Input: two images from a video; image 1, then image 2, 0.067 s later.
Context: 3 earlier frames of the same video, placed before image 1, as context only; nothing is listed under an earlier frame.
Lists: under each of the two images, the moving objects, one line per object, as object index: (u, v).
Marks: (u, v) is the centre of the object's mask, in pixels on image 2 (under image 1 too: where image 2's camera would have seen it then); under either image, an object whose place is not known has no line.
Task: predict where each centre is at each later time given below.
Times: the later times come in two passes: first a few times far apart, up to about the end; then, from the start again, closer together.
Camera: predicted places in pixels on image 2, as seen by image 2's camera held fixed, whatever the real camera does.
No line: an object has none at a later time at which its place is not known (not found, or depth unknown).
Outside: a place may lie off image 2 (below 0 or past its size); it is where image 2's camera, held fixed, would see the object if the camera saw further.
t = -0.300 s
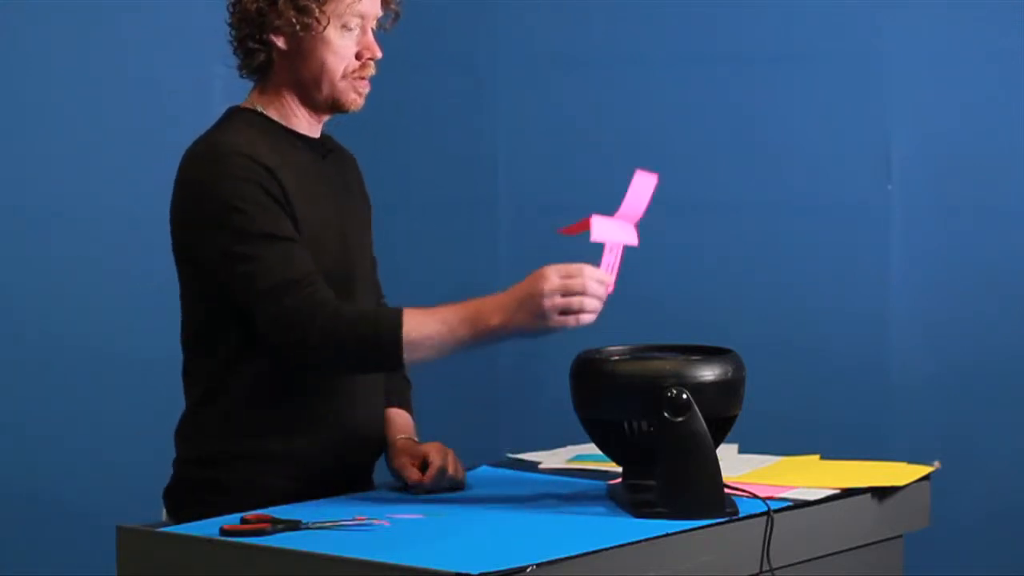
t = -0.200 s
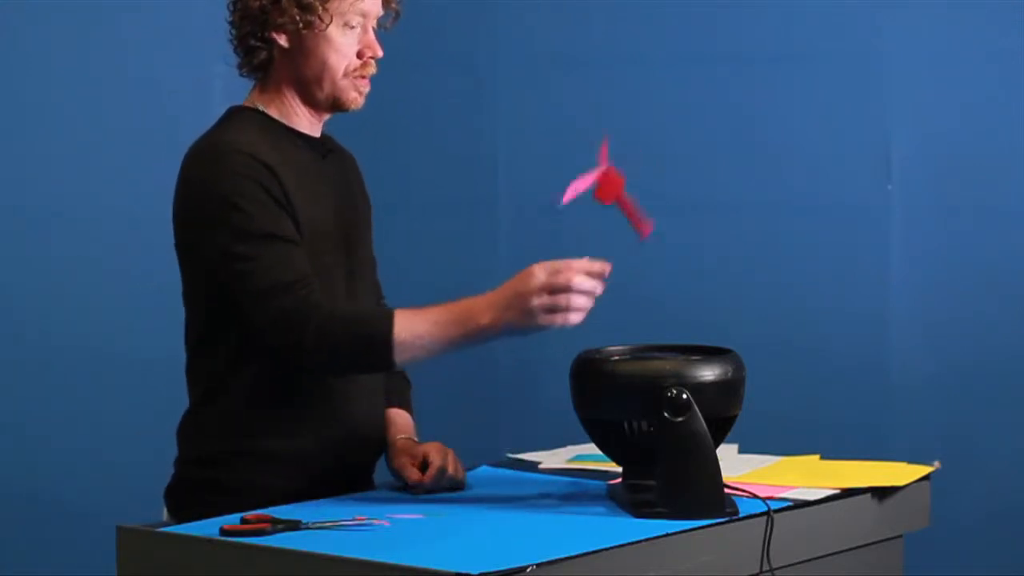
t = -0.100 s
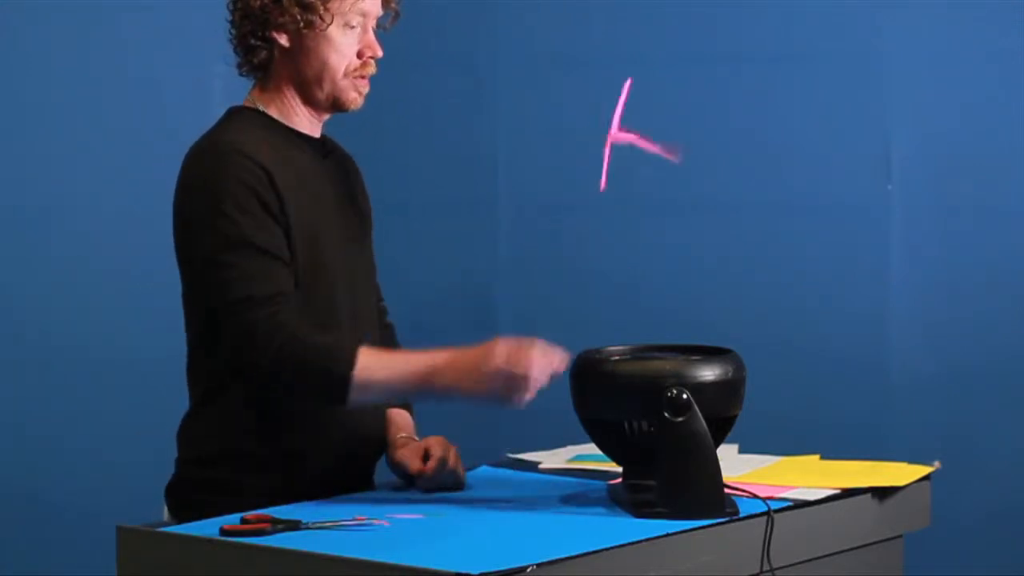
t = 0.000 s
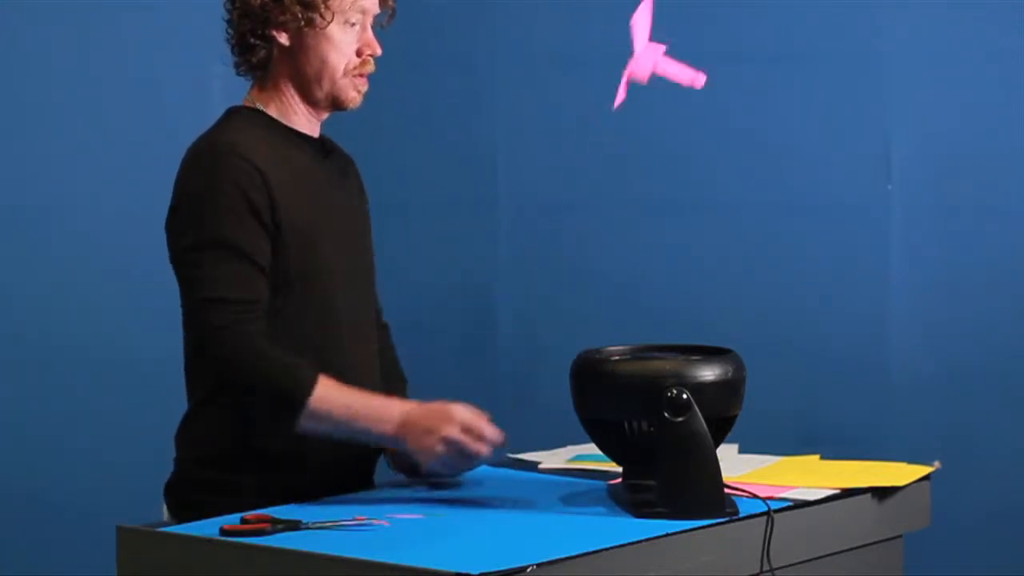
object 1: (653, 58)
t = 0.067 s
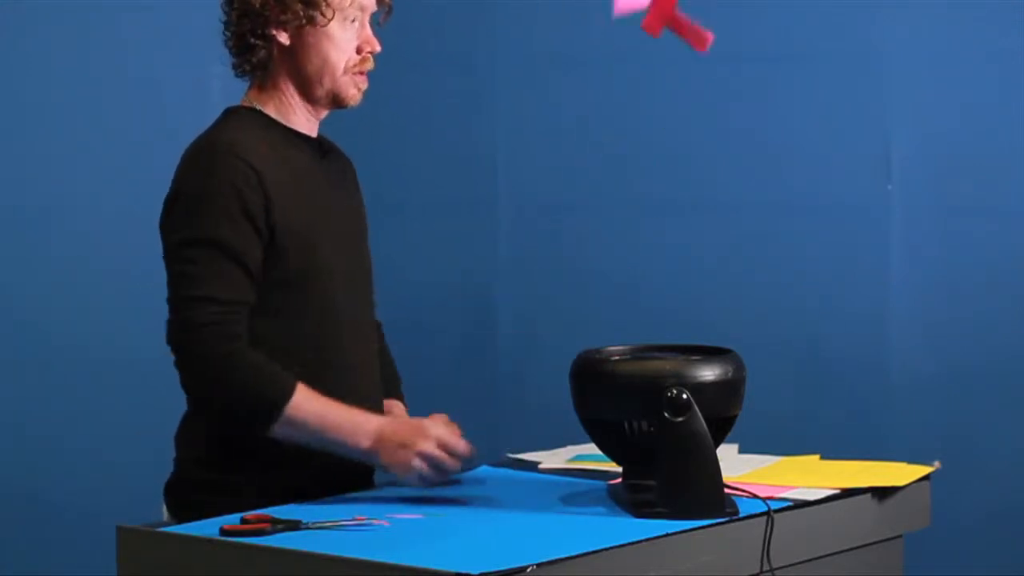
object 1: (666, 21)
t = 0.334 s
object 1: (724, 12)
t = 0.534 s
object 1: (655, 81)
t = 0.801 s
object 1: (546, 354)
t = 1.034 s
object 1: (527, 457)
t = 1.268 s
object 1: (528, 460)
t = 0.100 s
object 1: (676, 17)
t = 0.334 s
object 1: (724, 12)
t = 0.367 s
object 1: (695, 25)
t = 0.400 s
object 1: (675, 24)
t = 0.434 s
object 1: (678, 20)
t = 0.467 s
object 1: (677, 35)
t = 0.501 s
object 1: (667, 57)
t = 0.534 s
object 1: (655, 81)
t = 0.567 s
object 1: (645, 106)
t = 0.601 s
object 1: (636, 134)
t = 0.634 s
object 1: (627, 167)
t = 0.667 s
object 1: (614, 204)
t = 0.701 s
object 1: (599, 245)
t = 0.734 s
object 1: (581, 283)
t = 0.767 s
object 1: (562, 318)
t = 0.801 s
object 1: (546, 354)
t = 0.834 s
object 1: (533, 397)
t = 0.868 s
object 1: (519, 433)
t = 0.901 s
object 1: (516, 454)
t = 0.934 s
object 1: (517, 461)
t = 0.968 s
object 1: (521, 466)
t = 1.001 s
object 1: (528, 462)
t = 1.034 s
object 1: (527, 457)
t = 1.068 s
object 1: (526, 455)
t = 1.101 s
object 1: (527, 456)
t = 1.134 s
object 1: (527, 458)
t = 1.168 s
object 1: (527, 460)
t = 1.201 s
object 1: (528, 461)
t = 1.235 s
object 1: (528, 461)
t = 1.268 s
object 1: (528, 460)
